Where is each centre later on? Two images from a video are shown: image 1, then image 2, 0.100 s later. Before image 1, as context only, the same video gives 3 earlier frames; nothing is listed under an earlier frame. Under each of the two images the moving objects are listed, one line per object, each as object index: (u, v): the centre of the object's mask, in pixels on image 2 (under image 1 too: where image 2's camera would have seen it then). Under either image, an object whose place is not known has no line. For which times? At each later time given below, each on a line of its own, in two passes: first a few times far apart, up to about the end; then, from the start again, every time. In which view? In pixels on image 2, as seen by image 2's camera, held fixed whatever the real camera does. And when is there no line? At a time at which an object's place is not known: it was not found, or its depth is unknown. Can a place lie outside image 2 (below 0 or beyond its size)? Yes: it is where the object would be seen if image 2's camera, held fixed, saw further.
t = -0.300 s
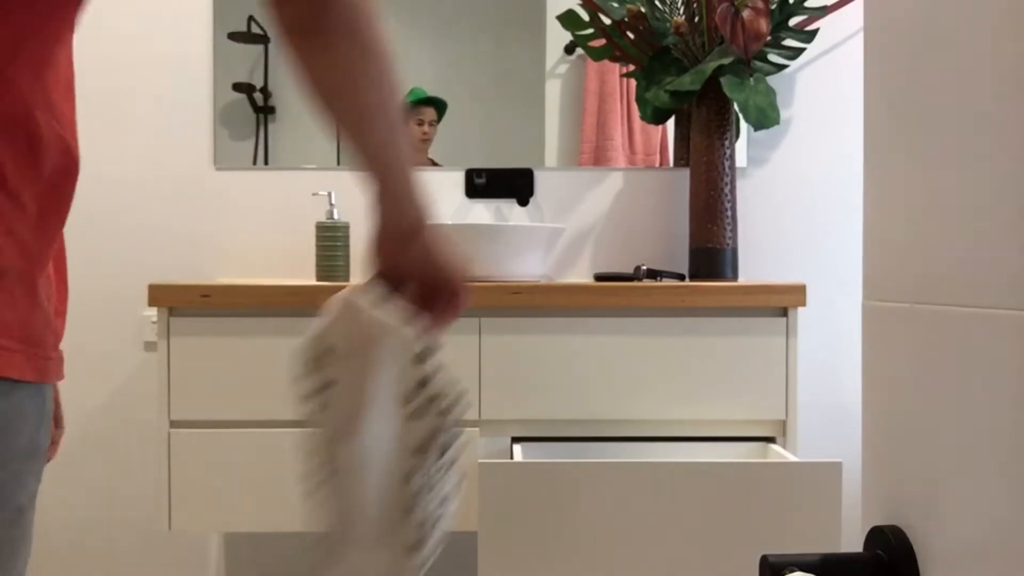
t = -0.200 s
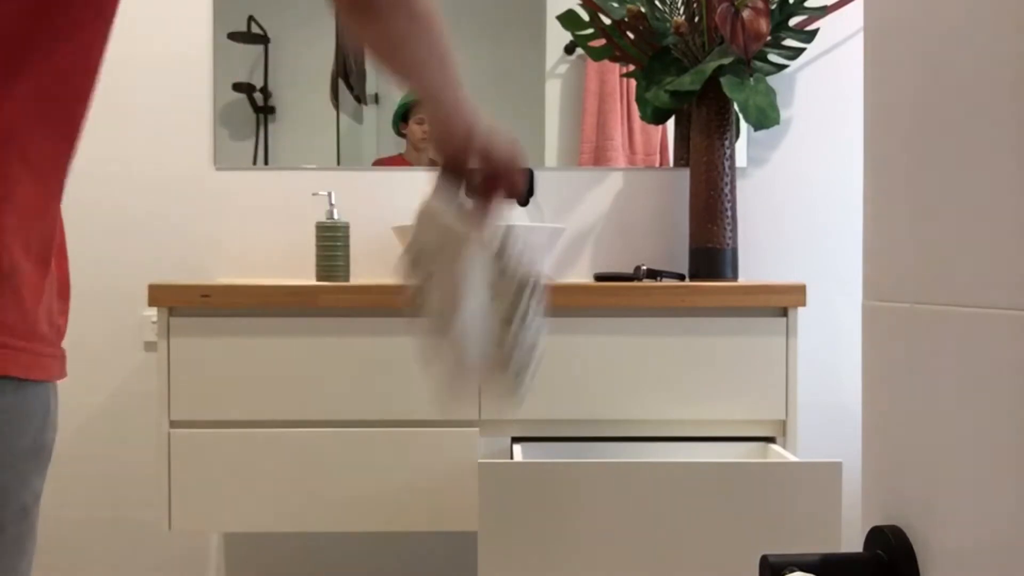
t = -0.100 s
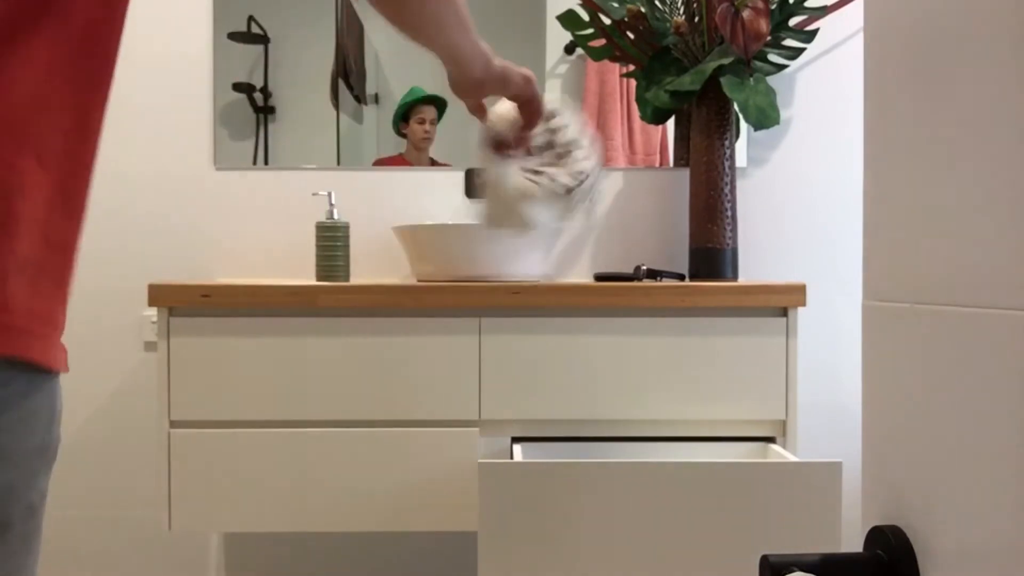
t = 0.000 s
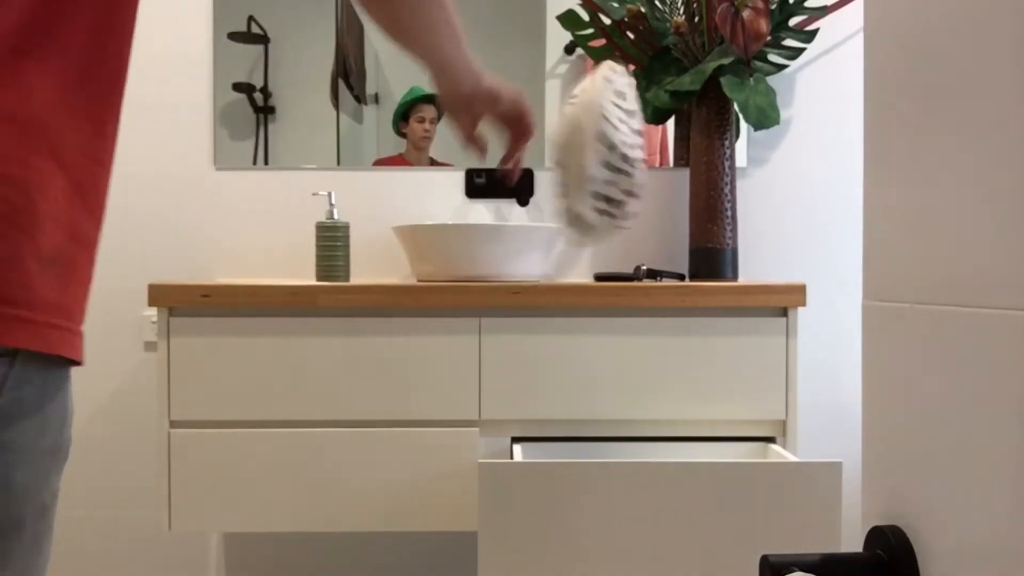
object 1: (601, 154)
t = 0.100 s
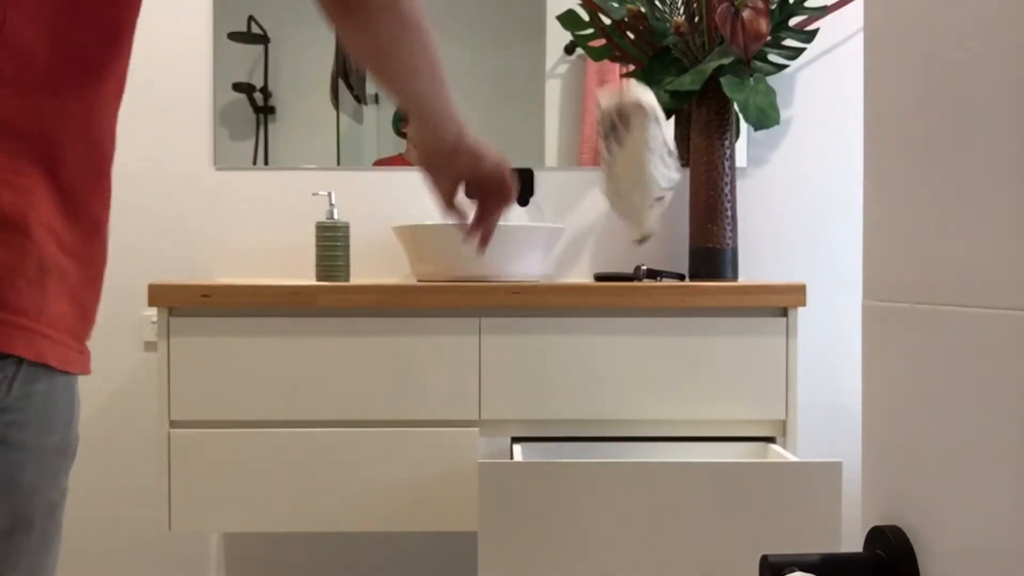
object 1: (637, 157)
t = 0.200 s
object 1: (664, 209)
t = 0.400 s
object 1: (702, 375)
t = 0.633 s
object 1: (720, 451)
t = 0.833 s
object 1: (717, 452)
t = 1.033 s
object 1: (717, 452)
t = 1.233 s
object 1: (717, 452)
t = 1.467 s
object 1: (718, 452)
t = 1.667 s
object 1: (719, 452)
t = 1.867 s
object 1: (718, 452)
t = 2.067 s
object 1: (719, 452)
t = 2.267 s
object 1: (719, 452)
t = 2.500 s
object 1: (719, 452)
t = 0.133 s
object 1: (646, 168)
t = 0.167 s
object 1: (655, 188)
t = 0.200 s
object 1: (664, 209)
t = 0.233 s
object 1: (671, 226)
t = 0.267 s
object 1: (675, 254)
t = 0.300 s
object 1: (680, 281)
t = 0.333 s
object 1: (686, 297)
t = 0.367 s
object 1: (694, 331)
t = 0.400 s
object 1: (702, 375)
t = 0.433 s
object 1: (707, 417)
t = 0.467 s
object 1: (716, 430)
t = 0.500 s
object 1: (721, 442)
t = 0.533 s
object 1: (722, 448)
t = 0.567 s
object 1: (719, 453)
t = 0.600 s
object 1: (720, 451)
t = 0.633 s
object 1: (720, 451)
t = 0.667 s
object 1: (720, 450)
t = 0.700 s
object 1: (717, 451)
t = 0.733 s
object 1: (717, 451)
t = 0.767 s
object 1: (717, 451)
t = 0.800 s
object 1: (717, 451)
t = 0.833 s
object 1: (717, 452)
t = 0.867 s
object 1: (717, 452)
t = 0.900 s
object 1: (717, 452)
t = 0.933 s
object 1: (717, 451)
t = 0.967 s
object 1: (717, 452)
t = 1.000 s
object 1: (717, 452)
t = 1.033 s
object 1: (717, 452)
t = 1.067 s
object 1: (717, 452)
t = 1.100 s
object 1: (717, 452)
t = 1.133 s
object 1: (717, 452)
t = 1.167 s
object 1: (717, 452)
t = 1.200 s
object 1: (717, 452)
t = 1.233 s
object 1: (717, 452)
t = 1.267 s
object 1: (717, 452)
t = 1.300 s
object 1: (718, 452)
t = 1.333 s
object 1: (718, 452)
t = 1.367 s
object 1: (718, 452)
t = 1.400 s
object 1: (718, 452)
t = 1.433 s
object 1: (718, 452)
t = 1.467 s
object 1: (718, 452)
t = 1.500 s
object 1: (718, 452)
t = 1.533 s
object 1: (718, 452)
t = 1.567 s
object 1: (718, 452)
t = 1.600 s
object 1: (718, 452)
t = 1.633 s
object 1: (718, 452)
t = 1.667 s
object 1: (719, 452)
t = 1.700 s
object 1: (718, 452)
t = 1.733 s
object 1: (718, 452)
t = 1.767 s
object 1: (718, 452)
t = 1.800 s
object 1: (718, 452)
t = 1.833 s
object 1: (718, 452)
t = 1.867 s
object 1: (718, 452)
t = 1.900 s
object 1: (719, 452)
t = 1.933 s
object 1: (719, 452)
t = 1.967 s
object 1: (718, 452)
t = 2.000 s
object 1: (718, 452)
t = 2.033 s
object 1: (718, 452)
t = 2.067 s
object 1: (719, 452)
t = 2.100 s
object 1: (718, 452)
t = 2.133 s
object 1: (718, 452)
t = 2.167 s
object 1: (719, 452)
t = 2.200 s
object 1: (719, 452)
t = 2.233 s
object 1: (718, 452)
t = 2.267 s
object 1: (719, 452)
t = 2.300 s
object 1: (719, 452)
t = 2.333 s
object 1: (718, 452)
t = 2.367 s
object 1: (718, 452)
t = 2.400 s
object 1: (718, 452)
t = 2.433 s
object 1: (718, 452)
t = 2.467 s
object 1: (718, 452)
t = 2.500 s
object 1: (719, 452)
